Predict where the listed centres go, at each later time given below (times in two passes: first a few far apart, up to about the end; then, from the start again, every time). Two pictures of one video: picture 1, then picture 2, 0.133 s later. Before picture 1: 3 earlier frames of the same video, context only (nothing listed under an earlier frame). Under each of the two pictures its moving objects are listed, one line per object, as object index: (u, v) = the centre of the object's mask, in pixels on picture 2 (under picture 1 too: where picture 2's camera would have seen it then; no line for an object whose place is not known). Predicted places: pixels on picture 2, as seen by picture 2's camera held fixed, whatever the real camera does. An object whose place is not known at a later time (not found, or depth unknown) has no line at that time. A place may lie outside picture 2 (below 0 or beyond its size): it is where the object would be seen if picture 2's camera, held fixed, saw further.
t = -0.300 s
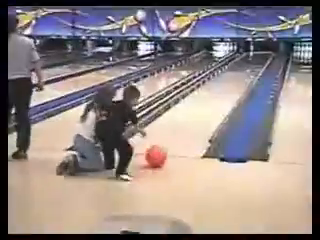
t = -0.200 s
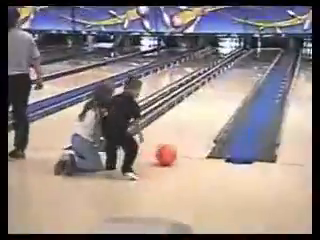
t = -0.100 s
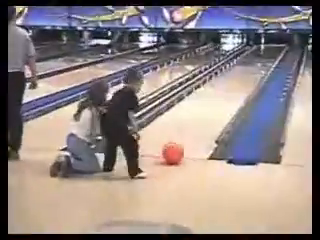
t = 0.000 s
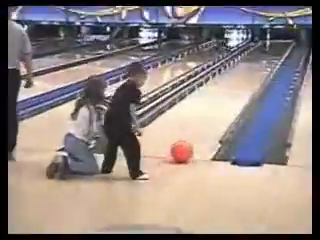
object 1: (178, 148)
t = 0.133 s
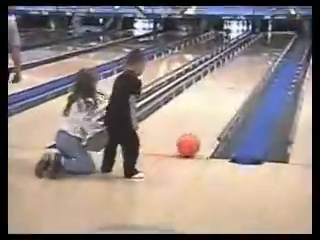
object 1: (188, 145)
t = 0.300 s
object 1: (199, 141)
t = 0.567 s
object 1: (204, 137)
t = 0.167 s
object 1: (190, 144)
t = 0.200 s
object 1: (192, 144)
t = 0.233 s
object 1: (194, 143)
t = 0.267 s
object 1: (197, 142)
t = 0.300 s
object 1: (199, 141)
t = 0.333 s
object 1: (201, 141)
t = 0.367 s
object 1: (203, 140)
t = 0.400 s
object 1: (205, 140)
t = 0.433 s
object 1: (207, 139)
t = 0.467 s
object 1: (207, 138)
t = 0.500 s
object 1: (205, 138)
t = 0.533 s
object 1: (205, 138)
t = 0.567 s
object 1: (204, 137)
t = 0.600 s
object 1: (203, 136)
